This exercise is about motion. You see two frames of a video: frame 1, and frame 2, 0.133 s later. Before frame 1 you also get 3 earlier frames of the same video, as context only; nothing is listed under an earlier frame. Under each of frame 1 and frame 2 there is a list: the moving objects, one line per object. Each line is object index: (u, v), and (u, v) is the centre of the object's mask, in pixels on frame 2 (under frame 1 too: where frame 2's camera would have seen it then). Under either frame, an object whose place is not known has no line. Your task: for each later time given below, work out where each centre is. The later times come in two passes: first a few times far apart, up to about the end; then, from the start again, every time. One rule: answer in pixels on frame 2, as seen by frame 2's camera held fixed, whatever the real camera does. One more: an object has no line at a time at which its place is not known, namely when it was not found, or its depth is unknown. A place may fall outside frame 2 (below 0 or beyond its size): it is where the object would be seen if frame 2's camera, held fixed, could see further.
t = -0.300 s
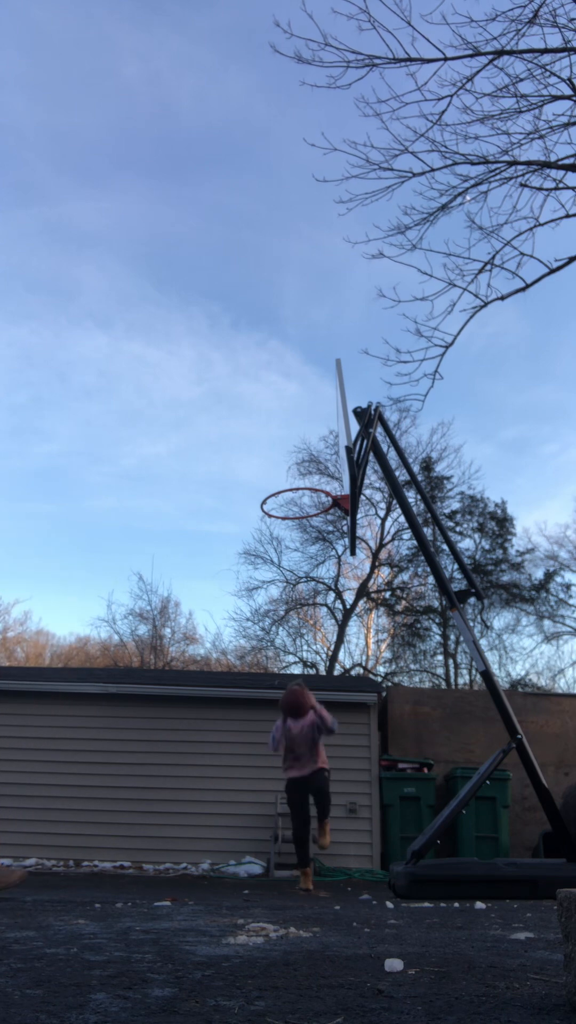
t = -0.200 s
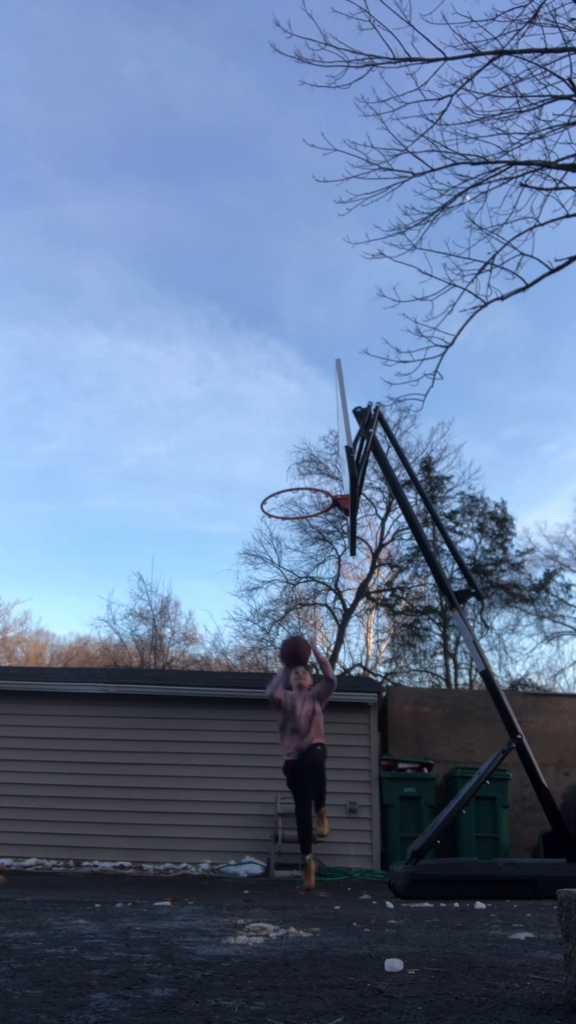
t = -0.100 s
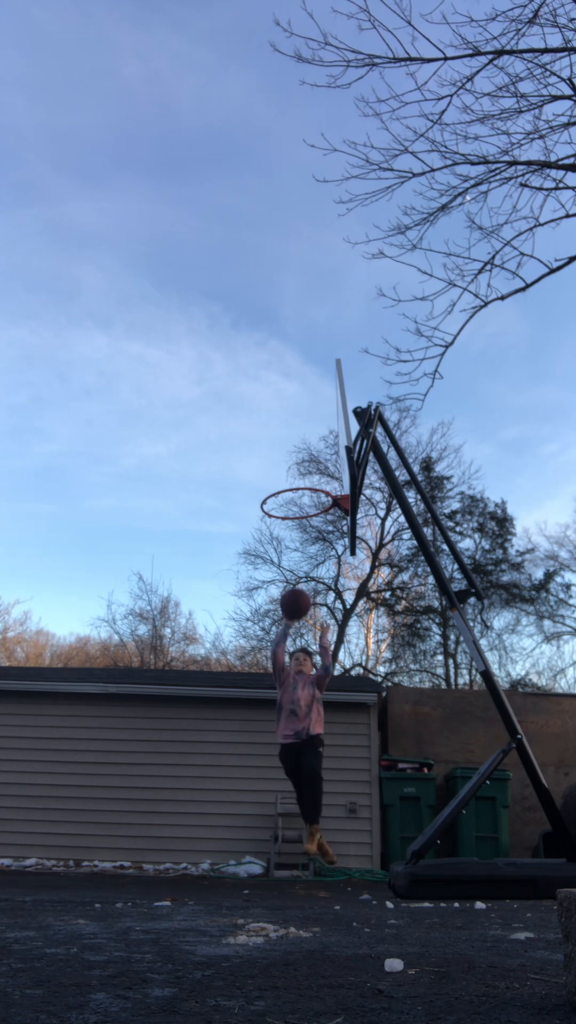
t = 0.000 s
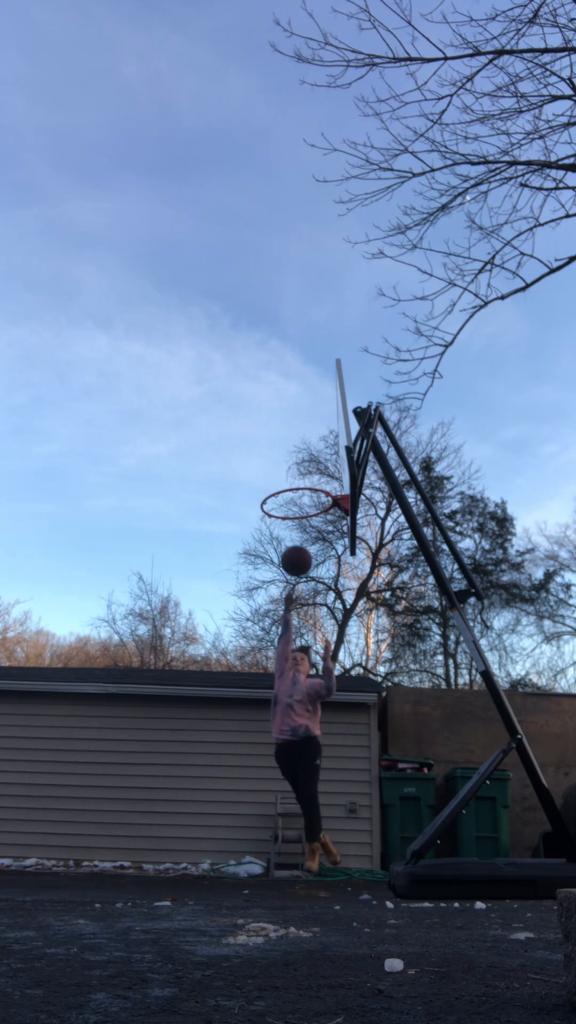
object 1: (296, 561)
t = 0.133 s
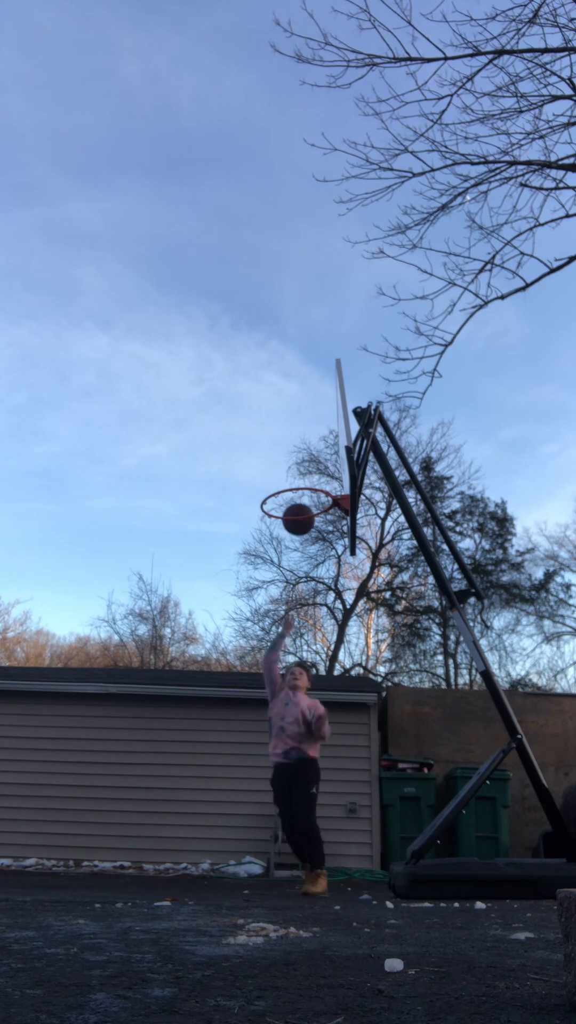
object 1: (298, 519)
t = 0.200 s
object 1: (299, 505)
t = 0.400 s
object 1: (300, 500)
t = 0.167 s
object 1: (299, 512)
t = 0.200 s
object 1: (299, 505)
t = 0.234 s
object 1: (299, 501)
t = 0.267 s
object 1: (299, 498)
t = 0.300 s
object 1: (300, 496)
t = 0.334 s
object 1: (300, 496)
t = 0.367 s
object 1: (300, 497)
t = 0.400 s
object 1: (300, 500)
